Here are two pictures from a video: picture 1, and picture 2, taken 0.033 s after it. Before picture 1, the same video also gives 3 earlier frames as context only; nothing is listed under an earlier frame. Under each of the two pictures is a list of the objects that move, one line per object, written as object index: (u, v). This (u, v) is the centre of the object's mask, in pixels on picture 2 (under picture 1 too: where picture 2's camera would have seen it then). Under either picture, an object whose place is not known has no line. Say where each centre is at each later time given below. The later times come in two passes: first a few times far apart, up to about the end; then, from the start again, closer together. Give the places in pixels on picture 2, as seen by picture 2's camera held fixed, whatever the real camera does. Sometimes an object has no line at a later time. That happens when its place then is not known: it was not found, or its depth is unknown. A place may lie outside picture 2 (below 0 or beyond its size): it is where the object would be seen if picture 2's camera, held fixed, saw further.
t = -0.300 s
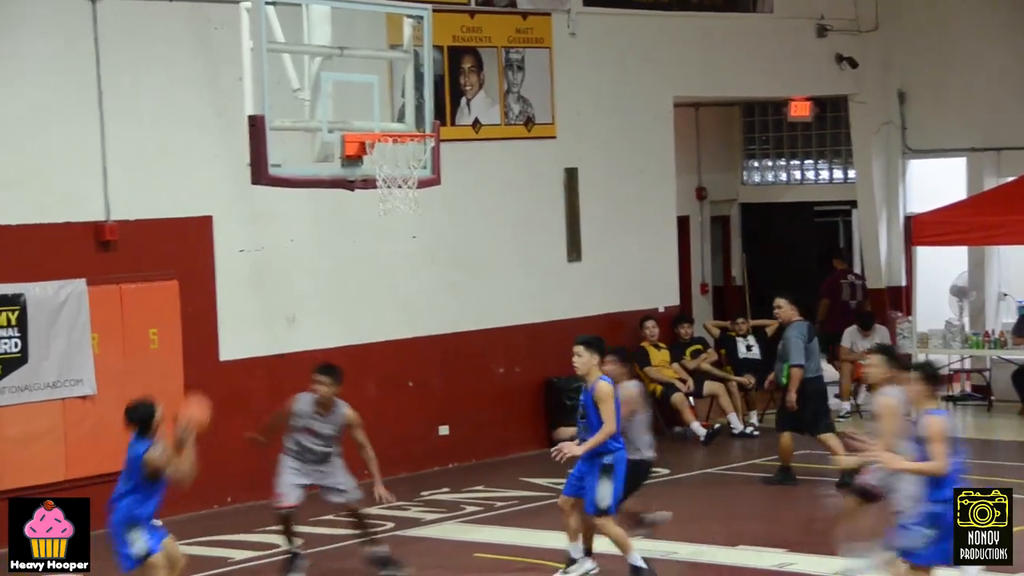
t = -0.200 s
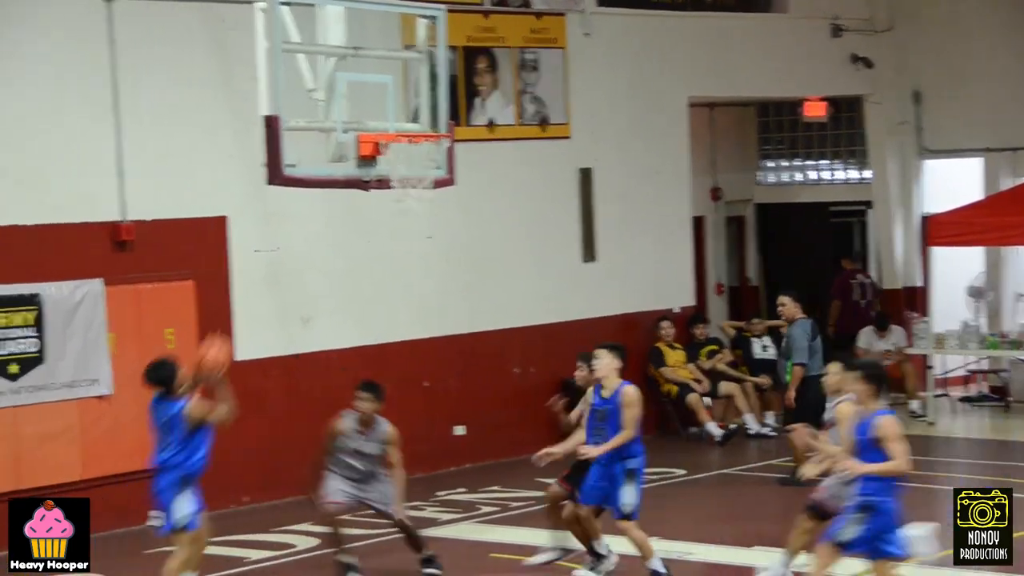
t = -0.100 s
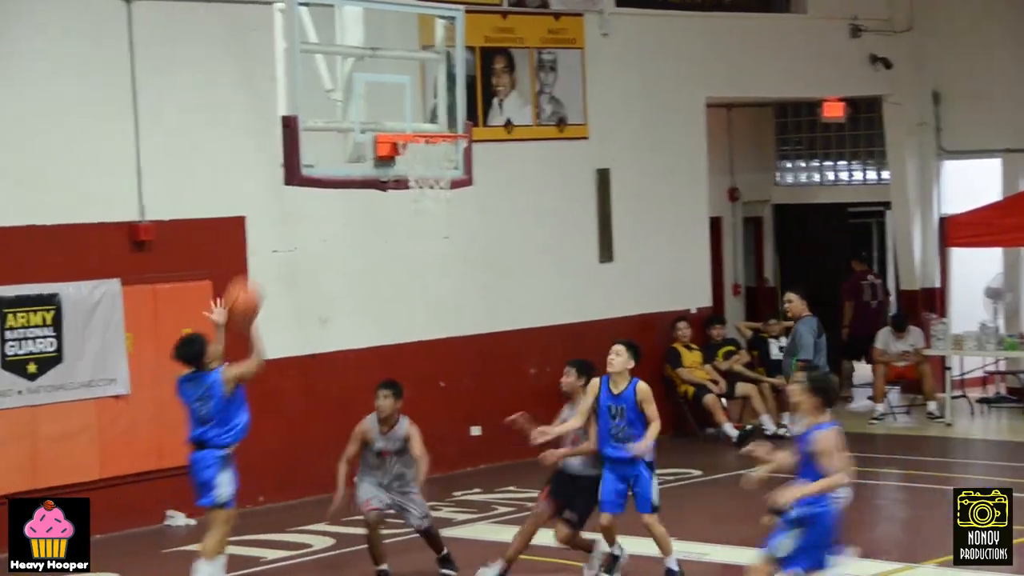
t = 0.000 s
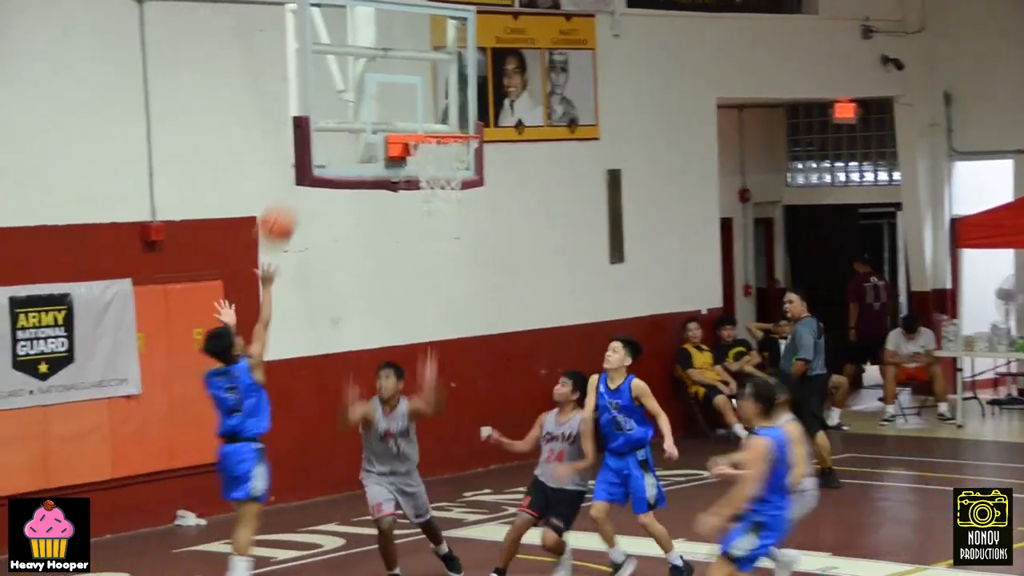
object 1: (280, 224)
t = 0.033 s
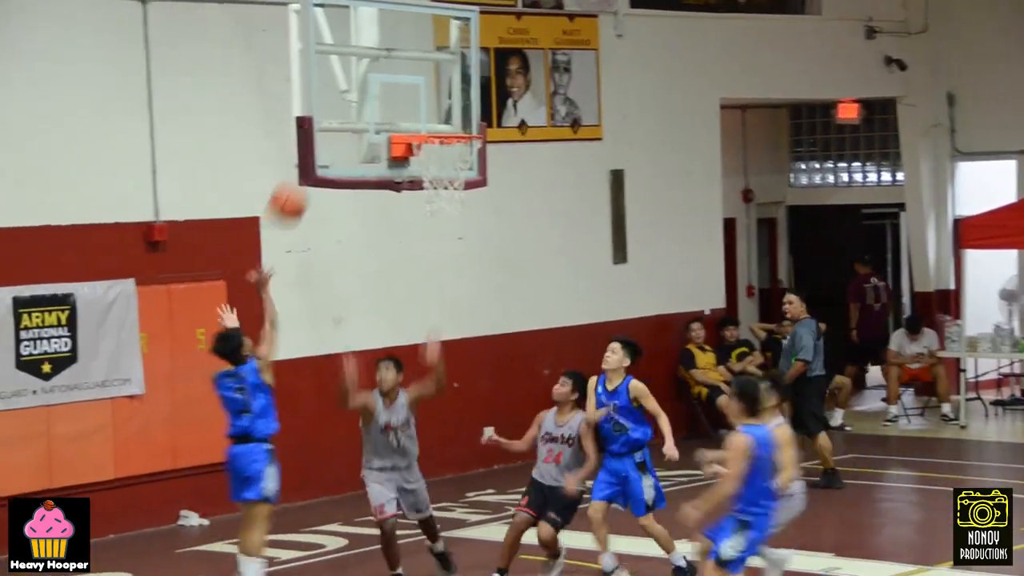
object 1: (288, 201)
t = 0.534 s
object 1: (407, 76)
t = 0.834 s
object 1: (457, 91)
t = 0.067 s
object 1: (298, 179)
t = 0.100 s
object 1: (304, 161)
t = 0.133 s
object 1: (311, 146)
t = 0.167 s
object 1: (319, 131)
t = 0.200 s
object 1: (327, 116)
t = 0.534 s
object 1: (407, 76)
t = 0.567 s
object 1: (415, 81)
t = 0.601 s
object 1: (423, 88)
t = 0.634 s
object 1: (431, 96)
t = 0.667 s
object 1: (440, 106)
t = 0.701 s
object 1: (450, 118)
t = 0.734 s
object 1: (453, 114)
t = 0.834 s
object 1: (457, 91)
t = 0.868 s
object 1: (460, 86)
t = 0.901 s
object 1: (462, 82)
